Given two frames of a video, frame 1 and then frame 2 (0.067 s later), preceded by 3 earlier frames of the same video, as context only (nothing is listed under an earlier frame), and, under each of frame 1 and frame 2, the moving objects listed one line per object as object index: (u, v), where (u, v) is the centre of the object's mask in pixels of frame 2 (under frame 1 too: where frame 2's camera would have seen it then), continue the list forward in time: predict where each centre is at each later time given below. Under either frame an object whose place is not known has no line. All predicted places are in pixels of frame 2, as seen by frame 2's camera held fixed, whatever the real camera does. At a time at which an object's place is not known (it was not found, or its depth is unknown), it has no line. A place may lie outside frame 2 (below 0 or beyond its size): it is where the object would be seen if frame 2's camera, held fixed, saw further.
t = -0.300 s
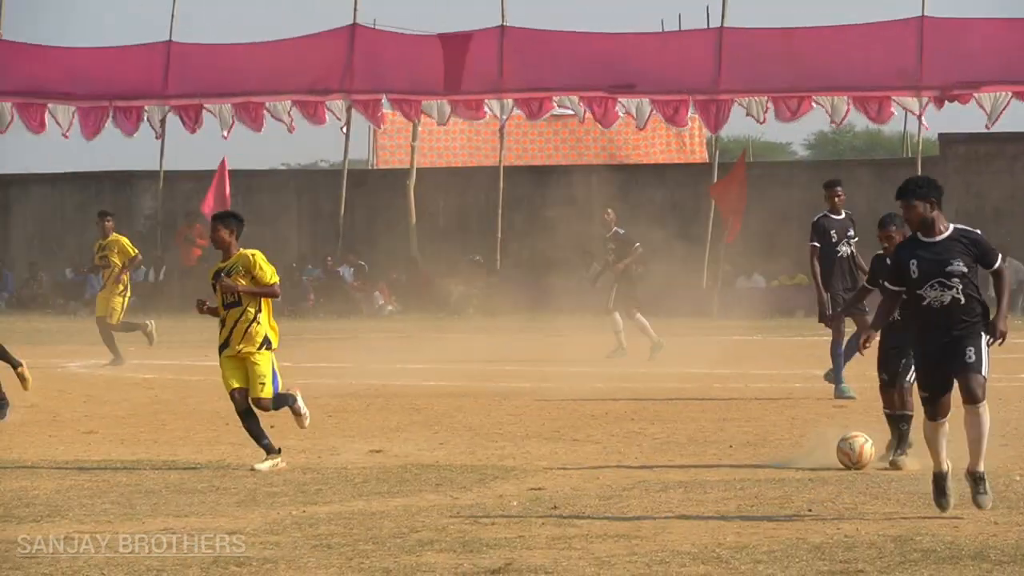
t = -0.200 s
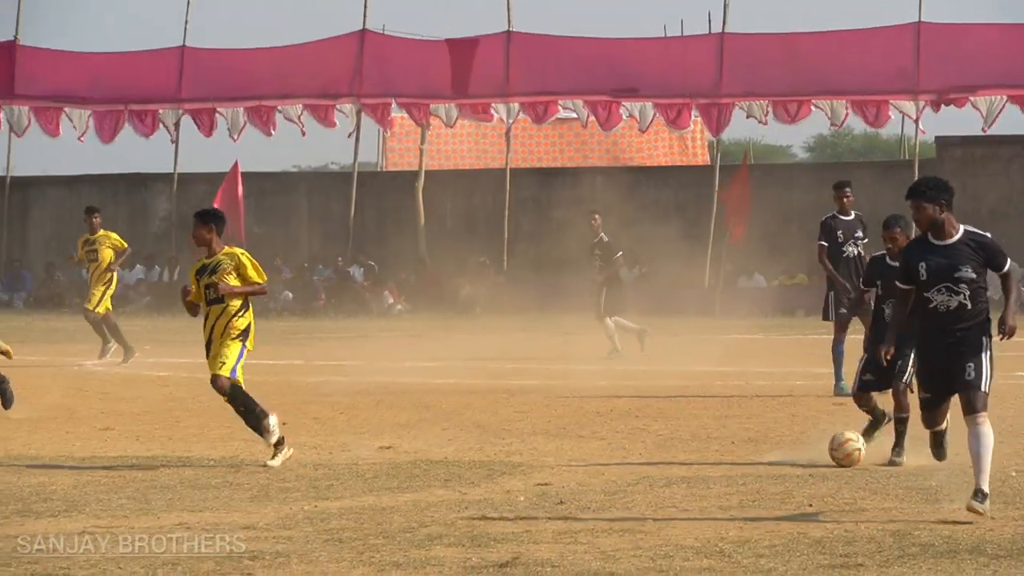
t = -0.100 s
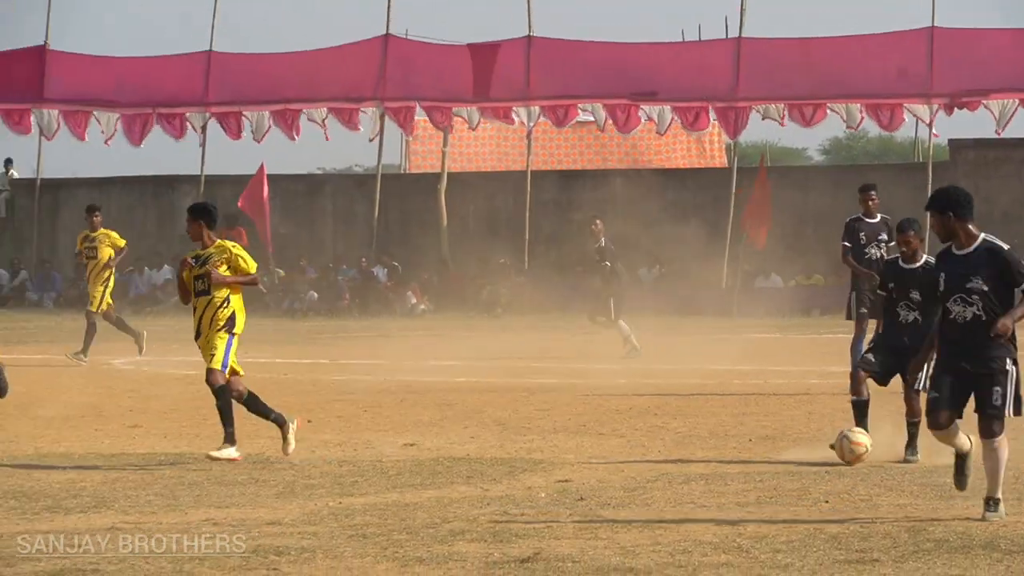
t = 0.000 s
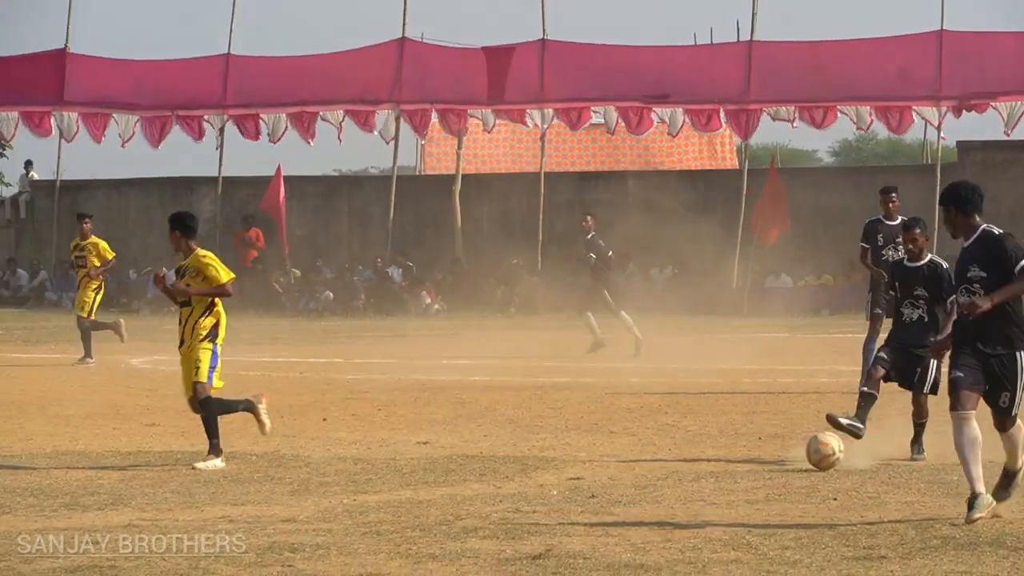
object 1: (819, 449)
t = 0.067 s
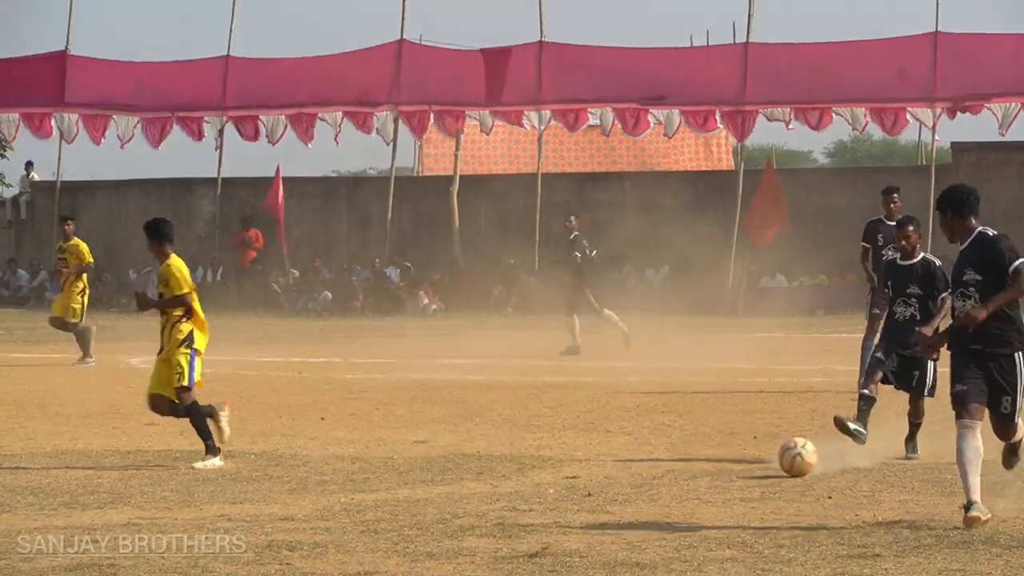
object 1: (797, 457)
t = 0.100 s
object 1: (784, 461)
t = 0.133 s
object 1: (772, 456)
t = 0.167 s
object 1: (766, 455)
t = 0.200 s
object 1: (754, 455)
